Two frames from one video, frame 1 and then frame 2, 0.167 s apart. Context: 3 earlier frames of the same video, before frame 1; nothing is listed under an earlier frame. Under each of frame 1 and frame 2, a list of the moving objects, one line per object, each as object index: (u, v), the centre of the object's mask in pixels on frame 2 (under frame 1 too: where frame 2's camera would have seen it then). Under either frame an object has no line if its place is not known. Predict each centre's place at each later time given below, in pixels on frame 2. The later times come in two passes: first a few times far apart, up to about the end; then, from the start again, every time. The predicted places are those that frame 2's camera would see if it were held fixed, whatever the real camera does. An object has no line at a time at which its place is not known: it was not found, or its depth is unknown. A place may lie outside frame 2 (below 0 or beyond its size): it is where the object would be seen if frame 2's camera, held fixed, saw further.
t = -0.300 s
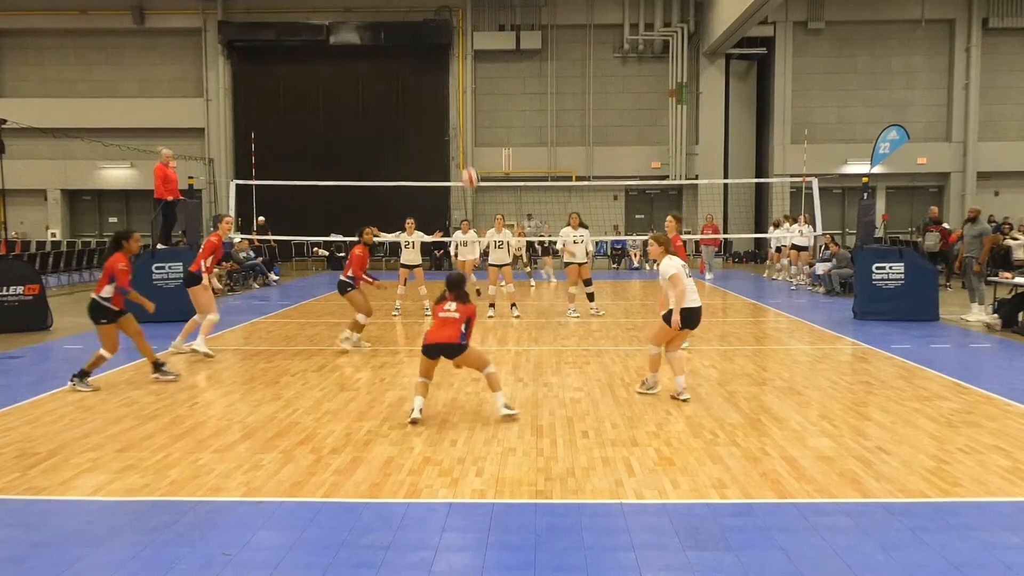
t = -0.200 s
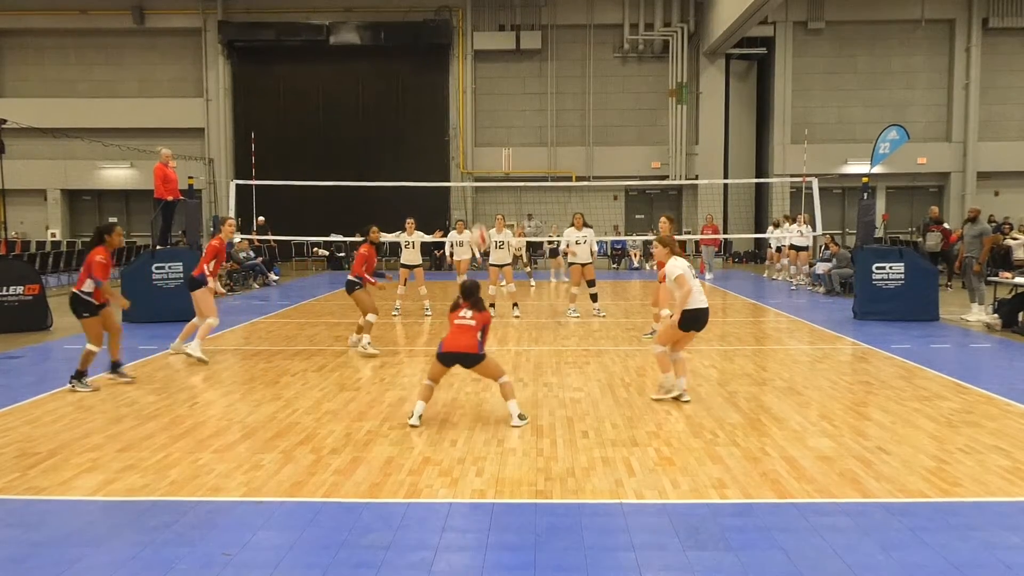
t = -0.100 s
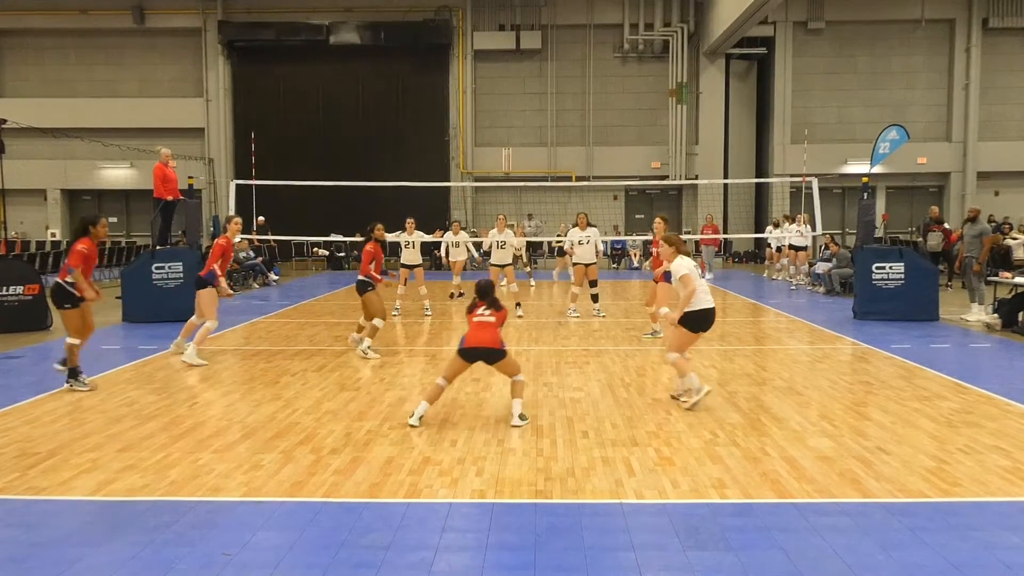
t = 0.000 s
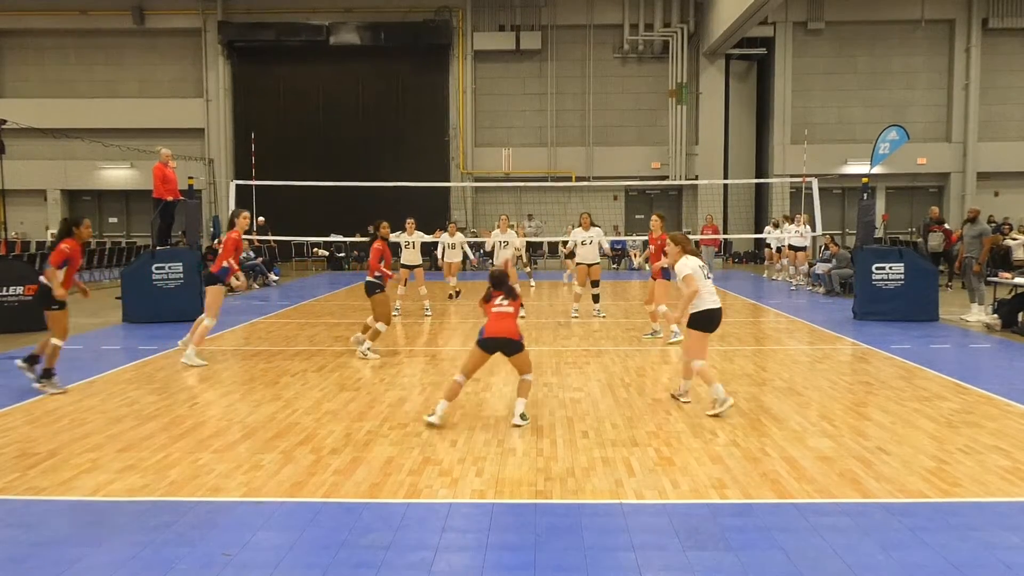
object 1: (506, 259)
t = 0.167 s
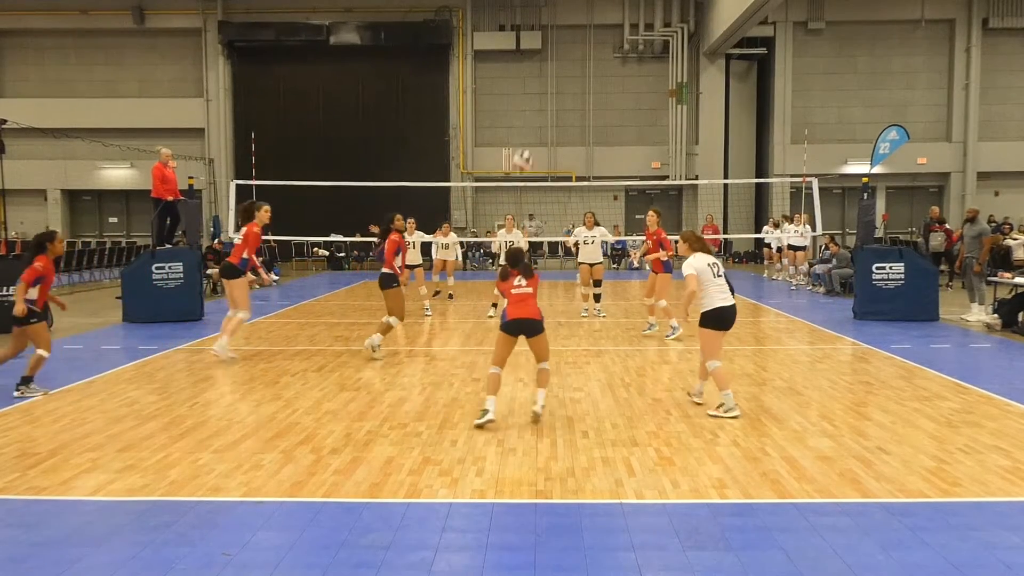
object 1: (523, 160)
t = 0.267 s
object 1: (532, 122)
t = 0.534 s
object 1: (552, 75)
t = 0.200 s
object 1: (526, 146)
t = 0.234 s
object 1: (529, 134)
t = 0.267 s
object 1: (532, 122)
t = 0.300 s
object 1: (534, 112)
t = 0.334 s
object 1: (537, 104)
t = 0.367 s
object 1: (540, 96)
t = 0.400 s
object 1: (542, 89)
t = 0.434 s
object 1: (545, 84)
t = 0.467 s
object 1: (547, 80)
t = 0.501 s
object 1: (550, 77)
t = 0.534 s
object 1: (552, 75)
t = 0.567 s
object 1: (555, 74)
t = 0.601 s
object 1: (557, 74)
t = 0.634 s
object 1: (559, 74)
